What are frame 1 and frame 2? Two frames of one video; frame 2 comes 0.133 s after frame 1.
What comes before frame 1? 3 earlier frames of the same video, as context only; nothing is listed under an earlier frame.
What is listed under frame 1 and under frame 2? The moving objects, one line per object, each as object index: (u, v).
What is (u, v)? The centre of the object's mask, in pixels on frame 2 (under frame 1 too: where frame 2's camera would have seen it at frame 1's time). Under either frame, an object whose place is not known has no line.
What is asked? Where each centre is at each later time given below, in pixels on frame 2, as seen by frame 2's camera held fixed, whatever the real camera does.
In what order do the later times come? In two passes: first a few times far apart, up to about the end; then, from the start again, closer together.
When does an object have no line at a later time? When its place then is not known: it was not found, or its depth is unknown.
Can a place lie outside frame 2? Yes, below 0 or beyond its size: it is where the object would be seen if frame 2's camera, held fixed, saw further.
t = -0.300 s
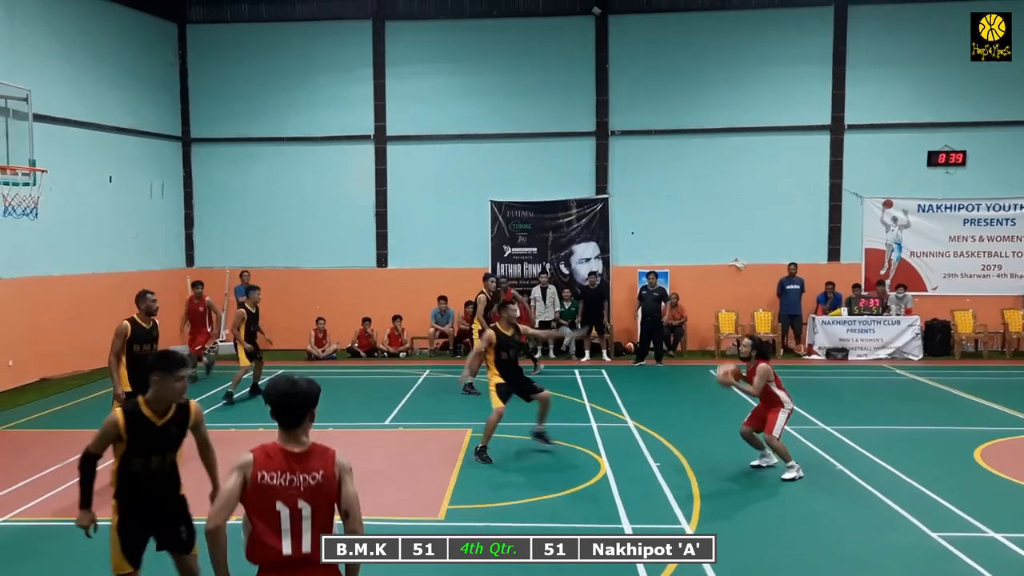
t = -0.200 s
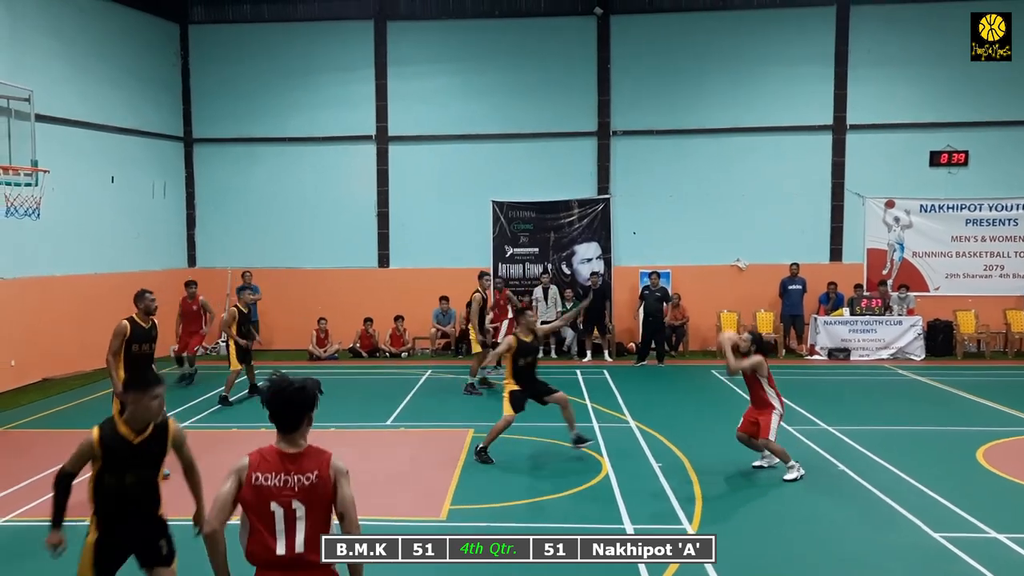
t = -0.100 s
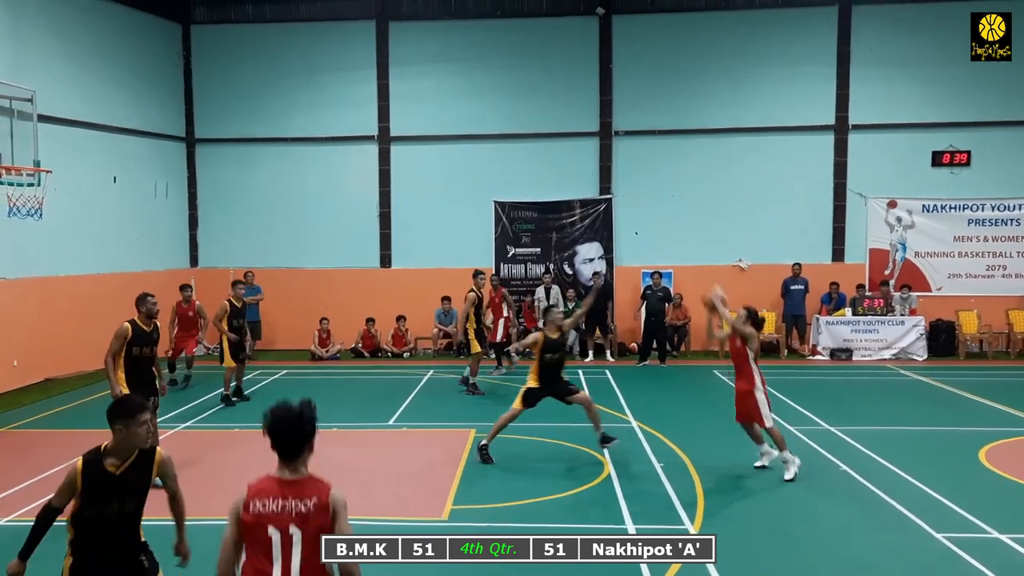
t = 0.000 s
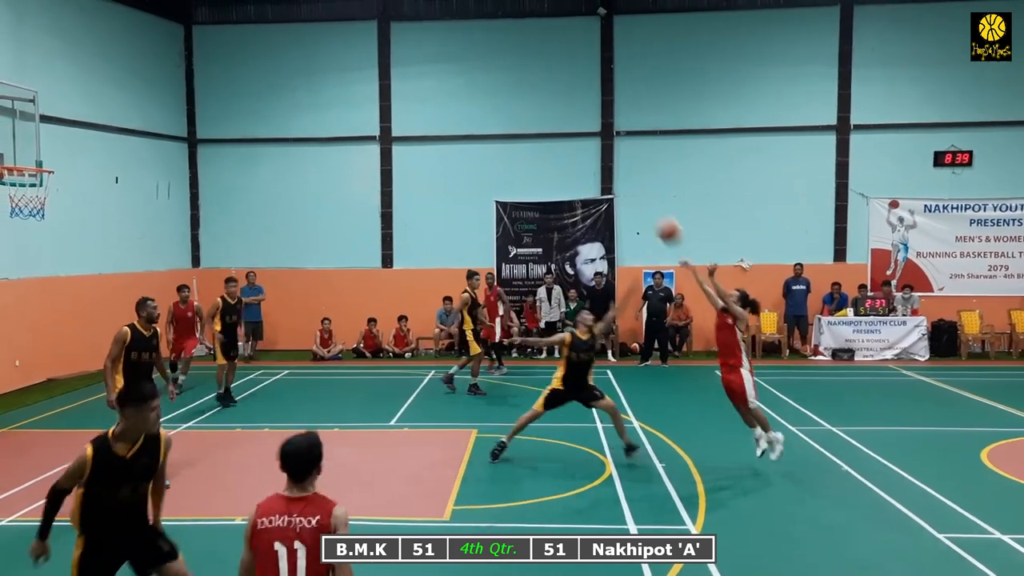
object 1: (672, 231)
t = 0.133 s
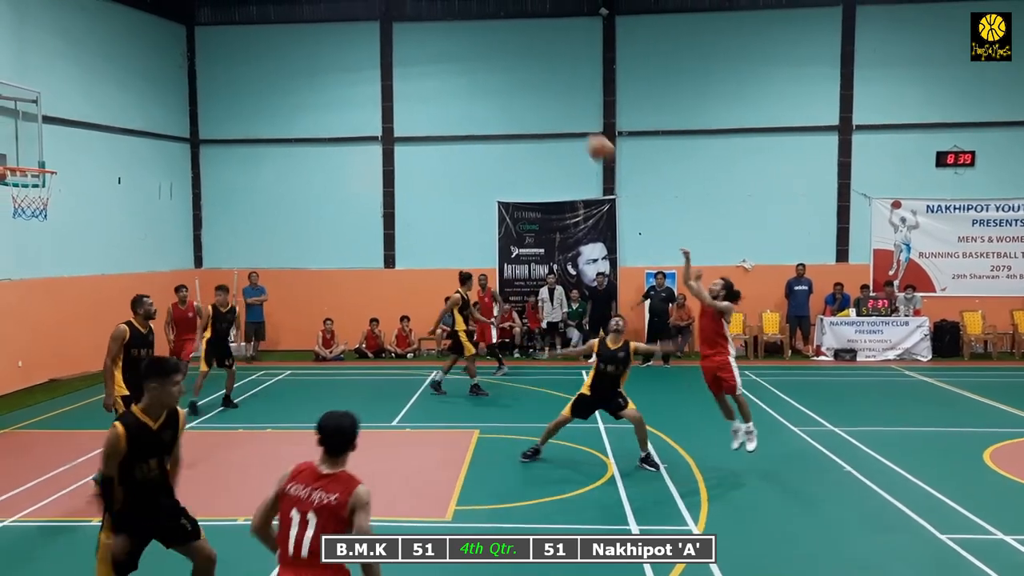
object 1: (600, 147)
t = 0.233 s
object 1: (546, 97)
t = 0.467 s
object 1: (425, 20)
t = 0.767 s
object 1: (272, 6)
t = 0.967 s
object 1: (175, 41)
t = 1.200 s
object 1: (71, 133)
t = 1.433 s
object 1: (21, 125)
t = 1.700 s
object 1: (3, 120)
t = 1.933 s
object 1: (27, 157)
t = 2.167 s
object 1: (34, 224)
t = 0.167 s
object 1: (582, 129)
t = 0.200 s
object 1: (564, 113)
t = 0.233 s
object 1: (546, 97)
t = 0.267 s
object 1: (528, 83)
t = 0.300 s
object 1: (511, 69)
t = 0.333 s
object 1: (493, 57)
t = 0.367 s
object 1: (476, 46)
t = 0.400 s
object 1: (459, 36)
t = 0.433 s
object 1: (441, 27)
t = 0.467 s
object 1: (425, 20)
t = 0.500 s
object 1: (407, 13)
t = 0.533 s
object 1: (390, 10)
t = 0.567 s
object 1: (374, 7)
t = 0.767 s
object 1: (272, 6)
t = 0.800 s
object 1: (256, 8)
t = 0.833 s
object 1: (239, 11)
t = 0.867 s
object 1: (222, 16)
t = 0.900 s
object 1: (206, 23)
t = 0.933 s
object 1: (190, 32)
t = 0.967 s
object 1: (175, 41)
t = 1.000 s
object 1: (159, 51)
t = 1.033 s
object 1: (143, 62)
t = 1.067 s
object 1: (129, 74)
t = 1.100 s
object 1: (114, 87)
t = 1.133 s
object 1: (99, 102)
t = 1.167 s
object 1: (84, 117)
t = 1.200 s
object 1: (71, 133)
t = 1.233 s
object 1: (55, 151)
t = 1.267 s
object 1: (45, 158)
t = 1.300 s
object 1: (40, 149)
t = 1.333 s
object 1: (35, 141)
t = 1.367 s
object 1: (31, 135)
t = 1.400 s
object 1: (26, 129)
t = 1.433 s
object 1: (21, 125)
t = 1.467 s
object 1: (16, 121)
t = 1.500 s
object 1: (12, 120)
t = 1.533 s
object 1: (8, 118)
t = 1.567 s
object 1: (4, 118)
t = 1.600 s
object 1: (0, 118)
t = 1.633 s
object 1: (-4, 119)
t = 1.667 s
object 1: (-1, 119)
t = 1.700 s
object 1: (3, 120)
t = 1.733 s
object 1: (6, 122)
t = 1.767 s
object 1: (9, 126)
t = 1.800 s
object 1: (13, 130)
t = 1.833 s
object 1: (16, 135)
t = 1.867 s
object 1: (20, 141)
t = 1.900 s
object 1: (24, 149)
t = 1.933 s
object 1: (27, 157)
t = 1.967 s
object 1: (30, 167)
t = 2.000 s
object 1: (32, 175)
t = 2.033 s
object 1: (33, 182)
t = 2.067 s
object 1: (33, 191)
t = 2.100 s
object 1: (34, 202)
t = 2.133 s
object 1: (34, 211)
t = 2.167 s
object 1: (34, 224)
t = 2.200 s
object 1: (32, 236)
